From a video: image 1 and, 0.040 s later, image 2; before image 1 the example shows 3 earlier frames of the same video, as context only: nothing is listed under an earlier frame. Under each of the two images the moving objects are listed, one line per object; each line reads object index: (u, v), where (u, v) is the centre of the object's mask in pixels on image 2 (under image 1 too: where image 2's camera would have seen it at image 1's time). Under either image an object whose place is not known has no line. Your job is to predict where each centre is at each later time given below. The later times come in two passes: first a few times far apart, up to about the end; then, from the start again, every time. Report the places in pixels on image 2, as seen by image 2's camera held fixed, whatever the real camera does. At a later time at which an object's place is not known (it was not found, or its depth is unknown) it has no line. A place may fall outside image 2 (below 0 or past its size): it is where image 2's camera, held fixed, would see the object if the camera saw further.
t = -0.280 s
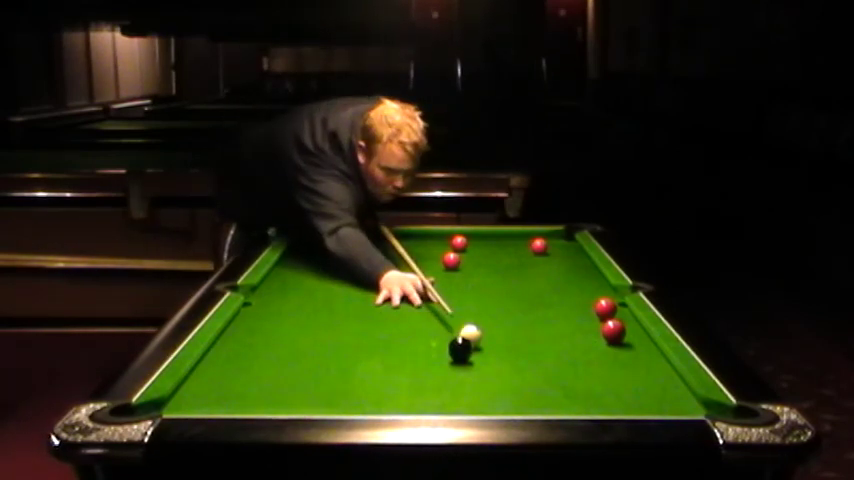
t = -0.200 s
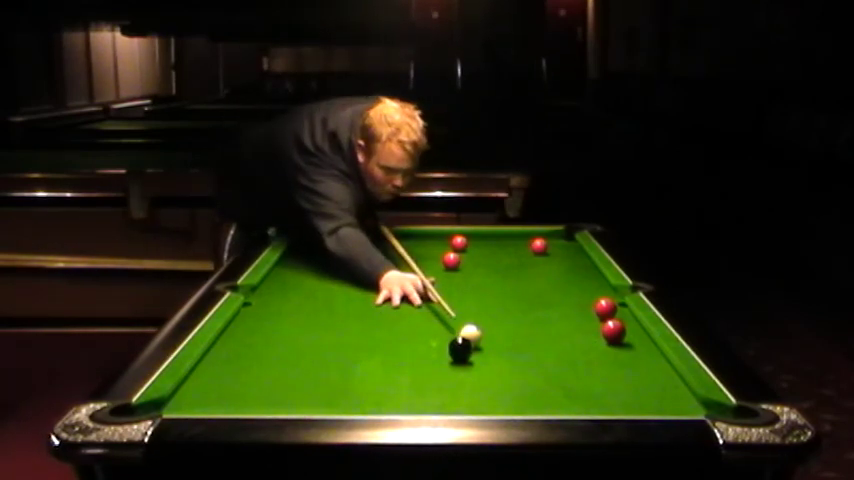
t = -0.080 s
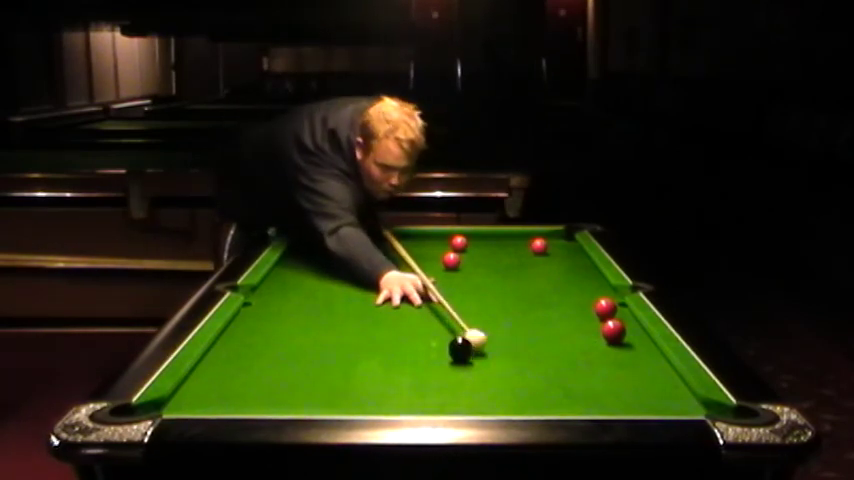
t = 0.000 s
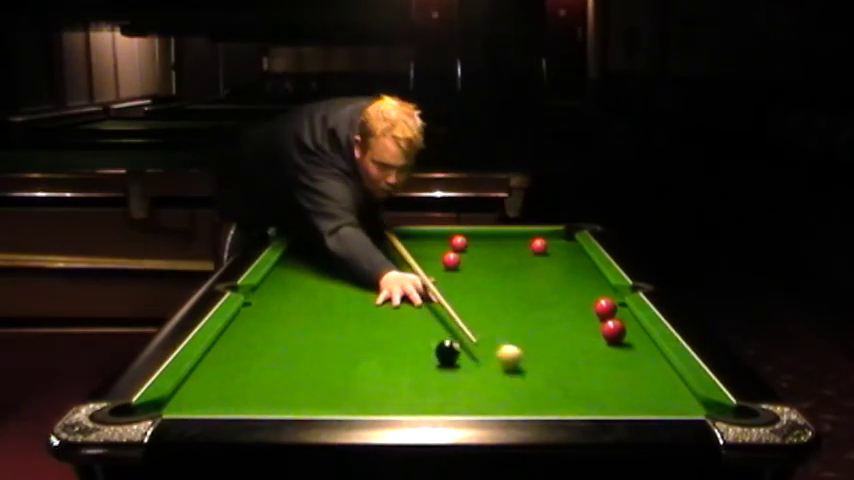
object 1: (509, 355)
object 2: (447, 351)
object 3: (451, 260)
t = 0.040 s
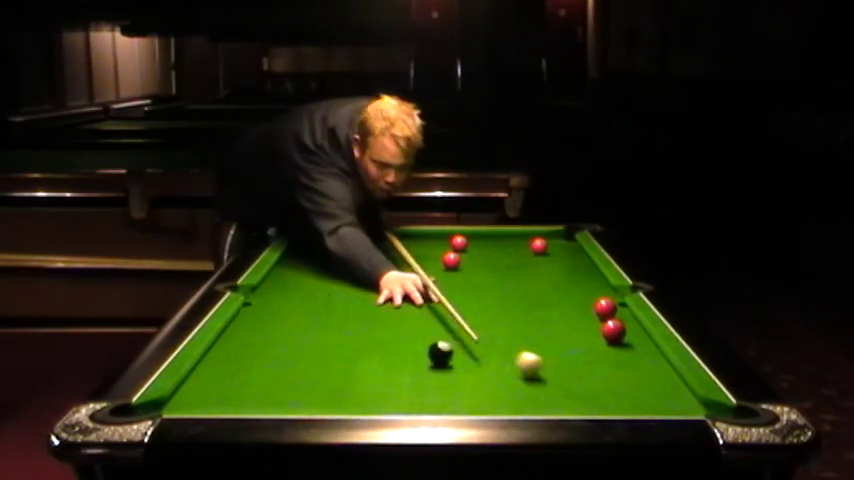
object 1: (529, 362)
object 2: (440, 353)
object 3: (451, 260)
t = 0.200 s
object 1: (616, 397)
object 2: (412, 358)
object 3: (451, 260)
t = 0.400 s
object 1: (658, 383)
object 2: (377, 365)
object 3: (451, 260)
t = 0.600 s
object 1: (642, 359)
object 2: (342, 372)
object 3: (451, 260)
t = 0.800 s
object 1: (605, 341)
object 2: (308, 379)
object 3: (451, 260)
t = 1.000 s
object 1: (574, 325)
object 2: (274, 386)
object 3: (451, 260)
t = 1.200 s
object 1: (548, 312)
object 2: (242, 391)
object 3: (451, 260)
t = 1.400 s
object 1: (526, 300)
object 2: (211, 395)
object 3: (451, 260)
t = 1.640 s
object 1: (502, 288)
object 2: (175, 401)
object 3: (451, 260)
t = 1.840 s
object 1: (485, 279)
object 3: (451, 260)
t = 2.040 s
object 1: (469, 271)
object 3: (451, 260)
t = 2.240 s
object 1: (457, 265)
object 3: (447, 258)
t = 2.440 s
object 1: (453, 263)
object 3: (444, 255)
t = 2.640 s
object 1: (451, 263)
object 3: (439, 253)
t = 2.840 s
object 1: (450, 261)
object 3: (436, 250)
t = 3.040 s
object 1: (449, 261)
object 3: (432, 247)
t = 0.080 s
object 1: (549, 371)
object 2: (433, 354)
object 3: (451, 260)
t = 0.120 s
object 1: (570, 379)
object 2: (426, 356)
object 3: (451, 260)
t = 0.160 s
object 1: (593, 388)
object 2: (419, 357)
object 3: (451, 260)
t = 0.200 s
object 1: (616, 397)
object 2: (412, 358)
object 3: (451, 260)
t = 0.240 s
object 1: (639, 403)
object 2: (405, 360)
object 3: (451, 260)
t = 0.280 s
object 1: (644, 399)
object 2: (398, 361)
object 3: (451, 260)
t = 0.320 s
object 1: (648, 393)
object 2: (391, 362)
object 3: (451, 260)
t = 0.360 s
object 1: (653, 389)
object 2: (384, 364)
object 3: (451, 260)
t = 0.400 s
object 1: (658, 383)
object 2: (377, 365)
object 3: (451, 260)
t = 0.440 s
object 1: (663, 378)
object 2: (370, 367)
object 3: (451, 260)
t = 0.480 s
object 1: (667, 372)
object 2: (363, 368)
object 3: (451, 260)
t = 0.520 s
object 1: (657, 366)
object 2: (356, 370)
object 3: (451, 260)
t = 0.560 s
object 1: (650, 362)
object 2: (349, 372)
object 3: (451, 260)
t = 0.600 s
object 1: (642, 359)
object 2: (342, 372)
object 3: (451, 260)
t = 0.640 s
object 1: (634, 355)
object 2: (335, 373)
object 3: (451, 260)
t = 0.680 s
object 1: (627, 351)
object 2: (328, 375)
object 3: (451, 260)
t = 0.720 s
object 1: (620, 347)
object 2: (322, 376)
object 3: (451, 260)
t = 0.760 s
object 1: (613, 344)
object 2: (314, 378)
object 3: (451, 260)
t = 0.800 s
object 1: (605, 341)
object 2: (308, 379)
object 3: (451, 260)
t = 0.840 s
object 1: (599, 337)
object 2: (302, 381)
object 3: (451, 260)
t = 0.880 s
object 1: (592, 334)
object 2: (295, 382)
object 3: (451, 260)
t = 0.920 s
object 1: (587, 332)
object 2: (288, 383)
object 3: (451, 260)
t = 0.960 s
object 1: (581, 328)
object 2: (281, 384)
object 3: (451, 260)
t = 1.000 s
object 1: (574, 325)
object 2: (274, 386)
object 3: (451, 260)
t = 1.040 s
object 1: (570, 322)
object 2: (268, 386)
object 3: (451, 260)
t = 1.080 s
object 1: (564, 320)
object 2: (261, 388)
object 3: (451, 260)
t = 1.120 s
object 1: (558, 317)
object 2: (255, 389)
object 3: (451, 260)
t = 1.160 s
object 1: (553, 314)
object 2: (248, 389)
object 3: (451, 260)
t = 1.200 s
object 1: (548, 312)
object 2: (242, 391)
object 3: (451, 260)
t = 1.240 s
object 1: (544, 309)
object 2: (235, 391)
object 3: (451, 260)
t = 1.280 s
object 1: (539, 307)
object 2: (229, 394)
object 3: (451, 260)
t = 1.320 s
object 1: (534, 304)
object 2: (223, 393)
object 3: (451, 260)
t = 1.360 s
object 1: (530, 302)
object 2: (217, 395)
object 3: (451, 260)
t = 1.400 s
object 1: (526, 300)
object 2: (211, 395)
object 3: (451, 260)
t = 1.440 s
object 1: (521, 298)
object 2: (205, 396)
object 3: (451, 260)
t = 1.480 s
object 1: (517, 295)
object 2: (198, 397)
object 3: (451, 260)
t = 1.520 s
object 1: (513, 294)
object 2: (192, 398)
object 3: (451, 260)
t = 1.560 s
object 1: (509, 291)
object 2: (187, 398)
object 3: (451, 260)
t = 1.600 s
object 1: (505, 290)
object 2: (181, 400)
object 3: (451, 260)
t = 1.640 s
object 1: (502, 288)
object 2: (175, 401)
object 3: (451, 260)
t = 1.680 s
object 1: (498, 286)
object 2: (171, 401)
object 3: (451, 260)
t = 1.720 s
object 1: (495, 284)
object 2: (164, 402)
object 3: (451, 260)
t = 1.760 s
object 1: (491, 282)
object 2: (161, 404)
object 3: (451, 260)
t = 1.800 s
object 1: (488, 281)
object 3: (451, 260)
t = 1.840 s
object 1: (485, 279)
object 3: (451, 260)
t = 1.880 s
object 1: (482, 277)
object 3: (451, 260)
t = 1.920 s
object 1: (478, 276)
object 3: (451, 260)
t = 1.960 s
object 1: (476, 274)
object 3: (451, 260)
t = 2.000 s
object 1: (473, 273)
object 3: (451, 260)
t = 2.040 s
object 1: (469, 271)
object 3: (451, 260)
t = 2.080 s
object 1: (467, 270)
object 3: (451, 260)
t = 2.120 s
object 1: (465, 268)
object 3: (451, 260)
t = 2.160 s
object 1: (462, 267)
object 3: (450, 259)
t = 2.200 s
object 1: (459, 266)
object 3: (449, 259)
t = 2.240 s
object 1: (457, 265)
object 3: (447, 258)
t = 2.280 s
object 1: (456, 264)
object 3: (447, 258)
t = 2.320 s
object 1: (455, 264)
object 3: (446, 257)
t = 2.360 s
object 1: (454, 263)
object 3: (446, 256)
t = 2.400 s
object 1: (454, 264)
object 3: (444, 256)
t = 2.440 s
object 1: (453, 263)
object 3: (444, 255)
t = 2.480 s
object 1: (452, 263)
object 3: (443, 255)
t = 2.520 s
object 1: (452, 263)
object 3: (442, 254)
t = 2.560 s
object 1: (451, 263)
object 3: (441, 254)
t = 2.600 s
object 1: (451, 263)
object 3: (440, 253)
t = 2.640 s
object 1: (451, 263)
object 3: (439, 253)
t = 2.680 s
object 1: (451, 262)
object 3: (439, 252)
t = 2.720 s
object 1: (450, 262)
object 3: (438, 252)
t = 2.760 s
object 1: (450, 262)
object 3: (437, 251)
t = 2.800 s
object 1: (450, 262)
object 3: (436, 250)
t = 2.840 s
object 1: (450, 261)
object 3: (436, 250)
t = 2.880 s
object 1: (449, 262)
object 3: (435, 250)
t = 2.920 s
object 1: (449, 261)
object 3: (434, 249)
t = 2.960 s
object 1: (449, 262)
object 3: (433, 248)
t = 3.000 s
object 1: (449, 261)
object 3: (432, 247)
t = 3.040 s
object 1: (449, 261)
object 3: (432, 247)
